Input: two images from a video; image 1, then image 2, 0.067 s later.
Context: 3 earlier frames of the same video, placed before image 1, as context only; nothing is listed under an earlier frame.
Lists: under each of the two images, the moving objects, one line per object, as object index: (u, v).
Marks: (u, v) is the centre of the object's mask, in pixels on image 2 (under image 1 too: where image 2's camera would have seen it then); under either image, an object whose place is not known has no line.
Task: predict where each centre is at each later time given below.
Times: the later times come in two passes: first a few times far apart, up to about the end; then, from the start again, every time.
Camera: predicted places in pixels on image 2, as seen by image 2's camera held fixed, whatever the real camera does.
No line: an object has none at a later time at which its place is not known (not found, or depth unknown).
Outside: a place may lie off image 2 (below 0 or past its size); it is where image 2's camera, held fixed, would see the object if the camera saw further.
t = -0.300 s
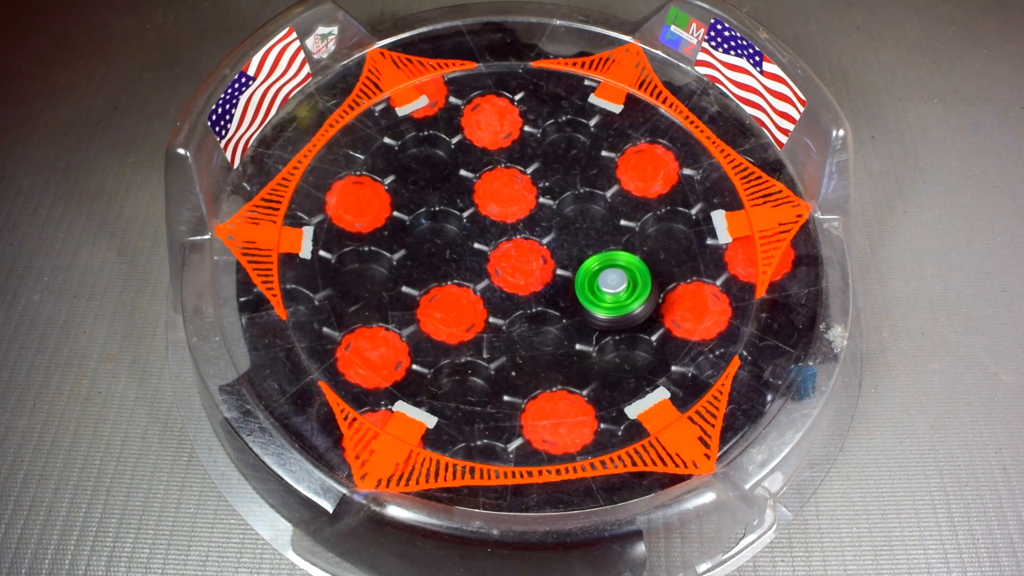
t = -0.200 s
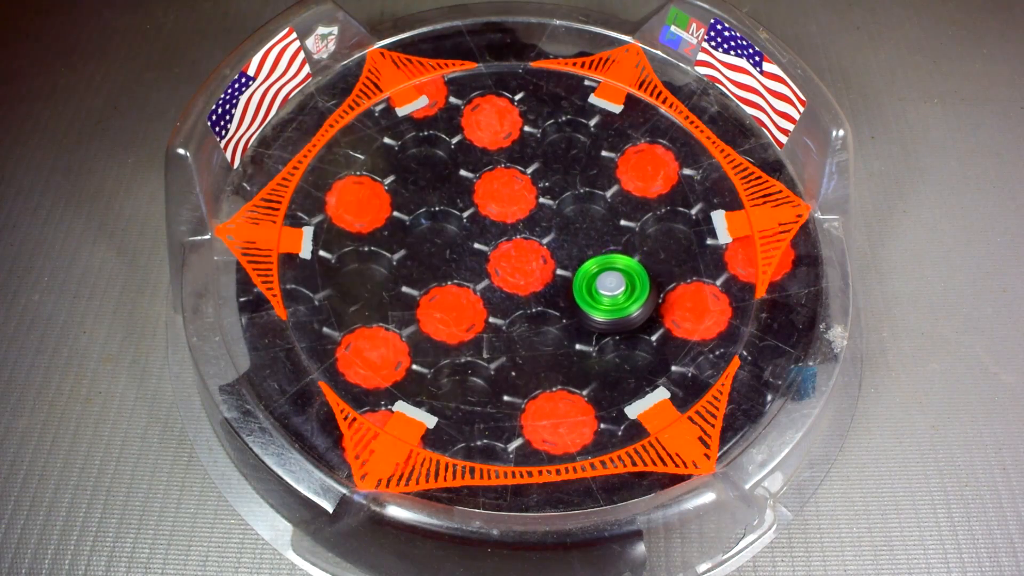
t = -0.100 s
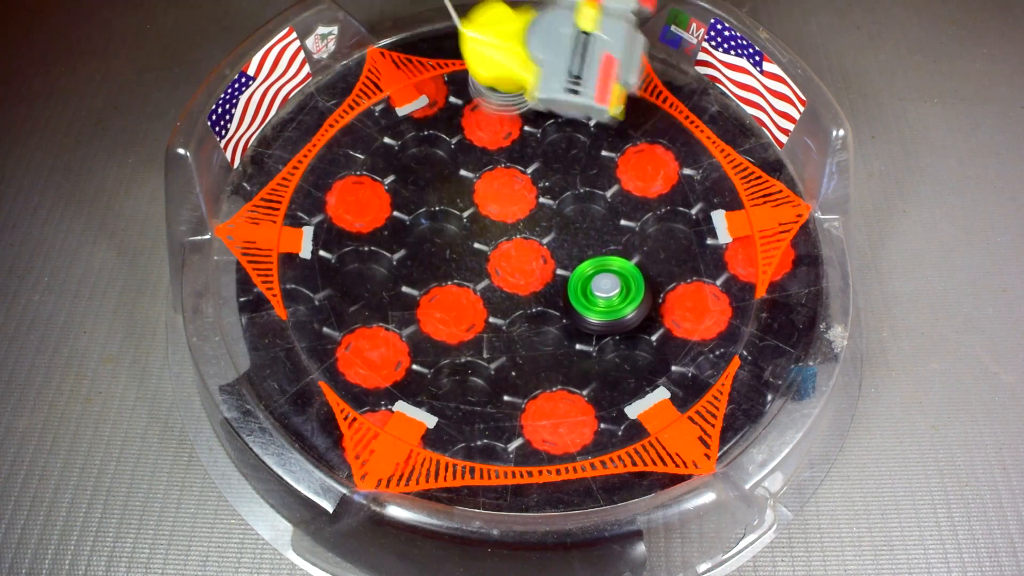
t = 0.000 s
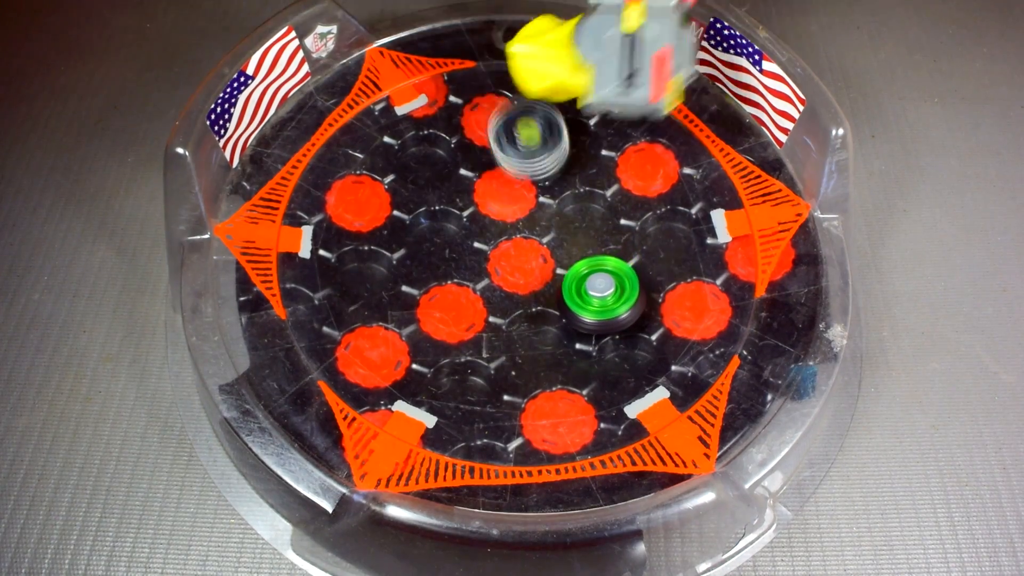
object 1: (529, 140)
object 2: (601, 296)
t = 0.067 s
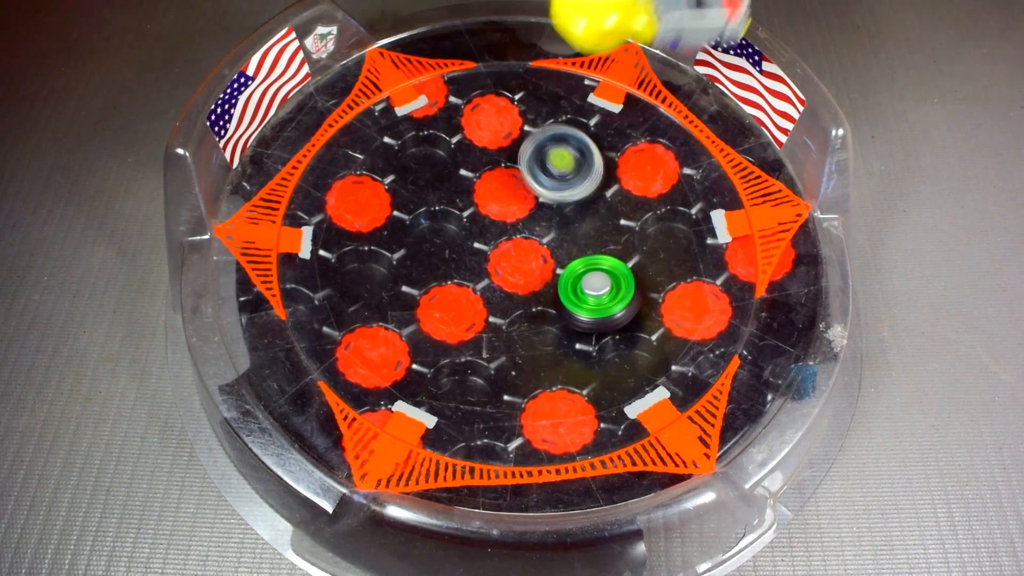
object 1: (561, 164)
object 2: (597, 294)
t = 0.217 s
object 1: (669, 150)
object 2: (584, 293)
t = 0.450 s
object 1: (629, 95)
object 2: (561, 301)
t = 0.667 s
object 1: (560, 230)
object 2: (543, 315)
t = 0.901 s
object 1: (659, 120)
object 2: (521, 447)
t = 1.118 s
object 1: (544, 207)
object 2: (545, 440)
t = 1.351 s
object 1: (752, 302)
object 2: (547, 379)
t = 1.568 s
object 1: (803, 222)
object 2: (536, 303)
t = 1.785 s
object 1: (768, 308)
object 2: (447, 246)
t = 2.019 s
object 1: (758, 357)
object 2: (387, 278)
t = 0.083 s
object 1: (572, 169)
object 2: (596, 294)
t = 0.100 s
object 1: (585, 170)
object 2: (595, 293)
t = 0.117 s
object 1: (598, 173)
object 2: (593, 293)
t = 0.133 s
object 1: (613, 172)
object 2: (592, 292)
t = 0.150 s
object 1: (627, 169)
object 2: (591, 292)
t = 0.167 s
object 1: (639, 165)
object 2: (589, 292)
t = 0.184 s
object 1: (650, 161)
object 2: (588, 292)
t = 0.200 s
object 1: (660, 156)
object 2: (586, 292)
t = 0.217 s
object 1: (669, 150)
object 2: (584, 293)
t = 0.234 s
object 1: (679, 142)
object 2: (583, 293)
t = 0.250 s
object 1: (688, 134)
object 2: (581, 293)
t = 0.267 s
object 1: (697, 125)
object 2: (579, 294)
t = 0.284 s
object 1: (693, 116)
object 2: (577, 294)
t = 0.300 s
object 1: (684, 110)
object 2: (576, 294)
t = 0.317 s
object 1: (675, 106)
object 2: (574, 295)
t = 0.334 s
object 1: (665, 106)
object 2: (572, 296)
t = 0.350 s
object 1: (655, 108)
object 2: (570, 296)
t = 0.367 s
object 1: (650, 104)
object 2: (569, 297)
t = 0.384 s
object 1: (645, 102)
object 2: (567, 298)
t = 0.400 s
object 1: (641, 100)
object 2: (565, 298)
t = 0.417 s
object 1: (637, 97)
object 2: (564, 299)
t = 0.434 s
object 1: (633, 96)
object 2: (563, 299)
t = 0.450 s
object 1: (629, 95)
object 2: (561, 301)
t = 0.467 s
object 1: (623, 97)
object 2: (559, 302)
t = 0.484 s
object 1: (616, 99)
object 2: (557, 303)
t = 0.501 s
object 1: (607, 103)
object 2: (556, 304)
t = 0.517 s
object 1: (598, 108)
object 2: (554, 306)
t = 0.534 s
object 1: (588, 116)
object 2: (553, 307)
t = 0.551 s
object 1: (578, 125)
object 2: (552, 308)
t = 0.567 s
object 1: (569, 135)
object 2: (550, 310)
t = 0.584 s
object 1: (562, 148)
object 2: (548, 311)
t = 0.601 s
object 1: (557, 163)
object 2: (547, 312)
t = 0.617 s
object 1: (554, 179)
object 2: (546, 313)
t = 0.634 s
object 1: (552, 196)
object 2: (545, 314)
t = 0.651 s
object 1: (555, 213)
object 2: (544, 314)
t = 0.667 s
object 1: (560, 230)
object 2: (543, 315)
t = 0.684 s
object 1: (570, 240)
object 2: (540, 320)
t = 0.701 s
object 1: (590, 234)
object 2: (529, 340)
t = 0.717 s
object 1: (612, 226)
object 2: (518, 359)
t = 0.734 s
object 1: (633, 218)
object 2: (508, 377)
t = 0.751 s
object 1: (655, 207)
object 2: (503, 393)
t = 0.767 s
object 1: (674, 195)
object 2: (499, 406)
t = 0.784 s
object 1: (689, 184)
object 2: (497, 419)
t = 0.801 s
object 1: (707, 169)
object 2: (497, 428)
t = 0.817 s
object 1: (720, 153)
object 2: (497, 437)
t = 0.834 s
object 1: (715, 140)
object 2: (499, 445)
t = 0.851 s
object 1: (703, 130)
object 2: (504, 447)
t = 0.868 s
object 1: (688, 124)
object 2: (511, 447)
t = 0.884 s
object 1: (674, 120)
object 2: (516, 447)
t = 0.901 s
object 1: (659, 120)
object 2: (521, 447)
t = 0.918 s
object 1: (649, 116)
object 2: (526, 447)
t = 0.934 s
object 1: (639, 112)
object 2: (529, 447)
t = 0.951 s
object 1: (630, 111)
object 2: (531, 447)
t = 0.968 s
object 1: (621, 112)
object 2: (533, 447)
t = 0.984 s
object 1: (610, 115)
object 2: (536, 447)
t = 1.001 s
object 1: (599, 119)
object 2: (537, 446)
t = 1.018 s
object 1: (586, 125)
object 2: (539, 446)
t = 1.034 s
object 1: (575, 134)
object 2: (540, 445)
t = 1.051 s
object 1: (565, 143)
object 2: (541, 445)
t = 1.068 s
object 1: (556, 157)
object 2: (542, 444)
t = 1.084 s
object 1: (549, 173)
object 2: (543, 443)
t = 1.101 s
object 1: (545, 190)
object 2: (544, 441)
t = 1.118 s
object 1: (544, 207)
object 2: (545, 440)
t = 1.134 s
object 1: (546, 226)
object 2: (546, 437)
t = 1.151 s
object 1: (552, 245)
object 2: (547, 434)
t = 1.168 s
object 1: (561, 262)
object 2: (549, 430)
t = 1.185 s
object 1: (573, 278)
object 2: (549, 427)
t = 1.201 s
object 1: (588, 292)
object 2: (550, 422)
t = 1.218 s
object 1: (604, 305)
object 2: (550, 419)
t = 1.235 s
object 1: (621, 316)
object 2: (550, 415)
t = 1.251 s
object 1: (641, 325)
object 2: (550, 409)
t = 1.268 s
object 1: (662, 330)
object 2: (548, 403)
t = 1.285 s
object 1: (684, 333)
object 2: (547, 398)
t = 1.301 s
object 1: (705, 332)
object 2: (546, 393)
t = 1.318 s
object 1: (727, 330)
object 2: (546, 388)
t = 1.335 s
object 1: (744, 320)
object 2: (546, 384)
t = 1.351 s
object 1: (752, 302)
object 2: (547, 379)
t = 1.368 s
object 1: (758, 287)
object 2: (548, 374)
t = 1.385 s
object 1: (763, 276)
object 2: (549, 369)
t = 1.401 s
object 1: (770, 266)
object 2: (549, 364)
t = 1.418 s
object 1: (779, 255)
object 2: (549, 359)
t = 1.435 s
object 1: (789, 244)
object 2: (549, 353)
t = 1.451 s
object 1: (800, 234)
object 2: (550, 348)
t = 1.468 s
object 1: (811, 224)
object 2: (549, 341)
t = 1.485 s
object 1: (816, 216)
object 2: (547, 335)
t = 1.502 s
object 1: (816, 212)
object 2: (547, 329)
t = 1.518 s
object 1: (815, 210)
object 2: (545, 323)
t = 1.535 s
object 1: (812, 213)
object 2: (543, 316)
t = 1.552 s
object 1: (807, 218)
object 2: (540, 309)
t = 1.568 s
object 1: (803, 222)
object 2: (536, 303)
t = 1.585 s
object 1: (799, 227)
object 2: (532, 295)
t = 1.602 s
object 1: (795, 233)
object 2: (528, 288)
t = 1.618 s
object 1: (791, 239)
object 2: (523, 283)
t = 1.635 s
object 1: (787, 246)
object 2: (517, 277)
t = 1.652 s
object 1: (783, 253)
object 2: (511, 271)
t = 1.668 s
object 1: (779, 260)
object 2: (502, 265)
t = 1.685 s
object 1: (776, 266)
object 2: (496, 260)
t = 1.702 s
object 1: (774, 273)
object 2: (489, 255)
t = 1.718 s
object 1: (772, 280)
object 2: (481, 252)
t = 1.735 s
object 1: (771, 287)
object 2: (472, 249)
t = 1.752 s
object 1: (770, 295)
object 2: (464, 247)
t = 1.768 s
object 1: (769, 302)
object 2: (455, 247)
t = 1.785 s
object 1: (768, 308)
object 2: (447, 246)
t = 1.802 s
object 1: (768, 315)
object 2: (439, 246)
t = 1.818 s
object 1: (768, 322)
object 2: (431, 247)
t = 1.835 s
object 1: (770, 328)
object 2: (423, 248)
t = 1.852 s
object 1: (771, 335)
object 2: (416, 249)
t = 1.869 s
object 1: (774, 342)
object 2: (406, 253)
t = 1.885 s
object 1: (776, 349)
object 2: (402, 255)
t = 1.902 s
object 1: (777, 355)
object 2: (396, 258)
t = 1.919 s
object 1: (779, 361)
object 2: (392, 261)
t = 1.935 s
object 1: (782, 367)
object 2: (389, 264)
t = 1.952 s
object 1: (784, 372)
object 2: (388, 267)
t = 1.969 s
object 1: (781, 367)
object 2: (386, 270)
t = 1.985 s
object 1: (774, 361)
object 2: (385, 273)
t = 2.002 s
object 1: (766, 358)
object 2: (384, 275)
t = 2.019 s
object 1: (758, 357)
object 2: (387, 278)
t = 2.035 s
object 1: (752, 355)
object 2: (389, 282)
